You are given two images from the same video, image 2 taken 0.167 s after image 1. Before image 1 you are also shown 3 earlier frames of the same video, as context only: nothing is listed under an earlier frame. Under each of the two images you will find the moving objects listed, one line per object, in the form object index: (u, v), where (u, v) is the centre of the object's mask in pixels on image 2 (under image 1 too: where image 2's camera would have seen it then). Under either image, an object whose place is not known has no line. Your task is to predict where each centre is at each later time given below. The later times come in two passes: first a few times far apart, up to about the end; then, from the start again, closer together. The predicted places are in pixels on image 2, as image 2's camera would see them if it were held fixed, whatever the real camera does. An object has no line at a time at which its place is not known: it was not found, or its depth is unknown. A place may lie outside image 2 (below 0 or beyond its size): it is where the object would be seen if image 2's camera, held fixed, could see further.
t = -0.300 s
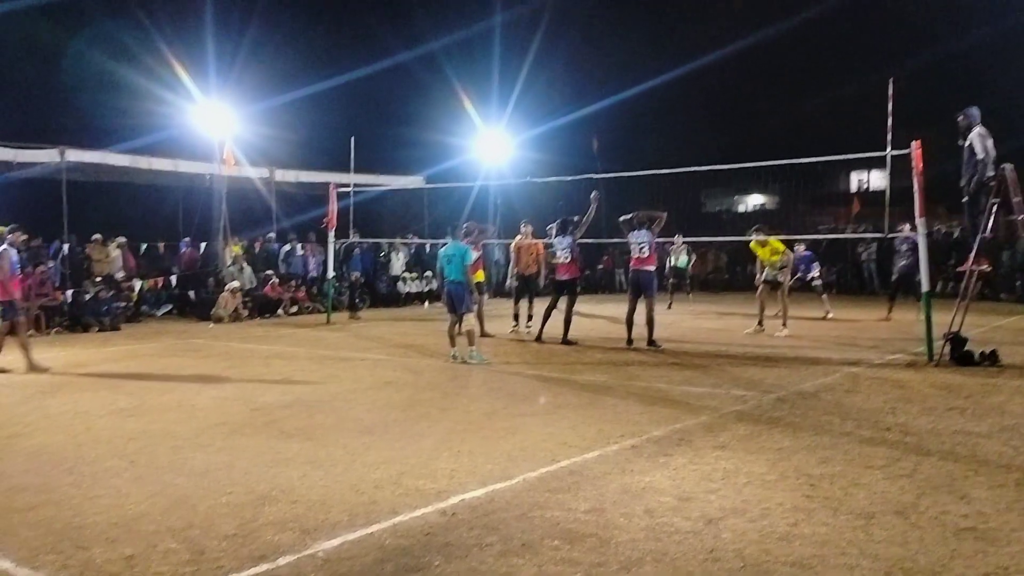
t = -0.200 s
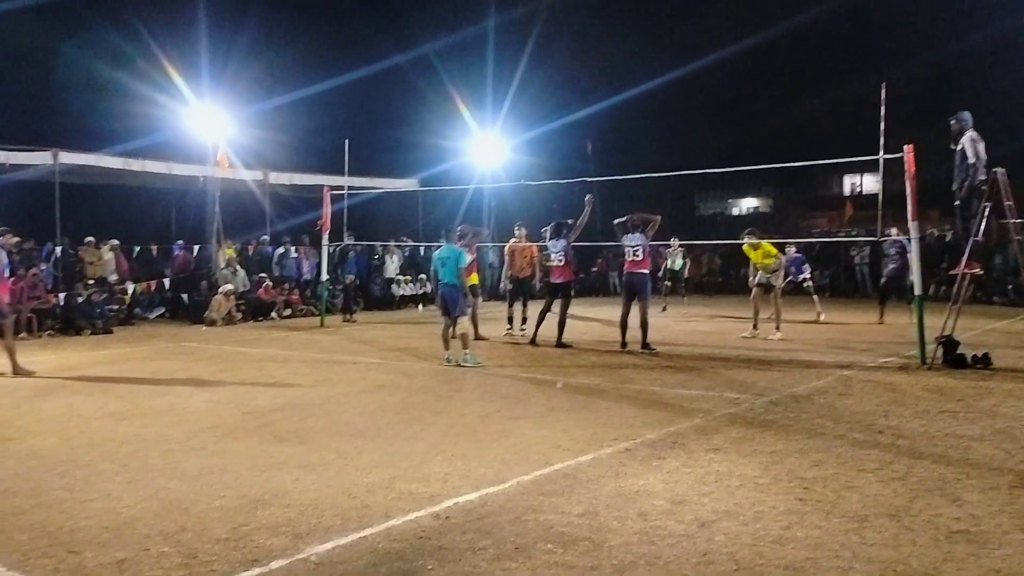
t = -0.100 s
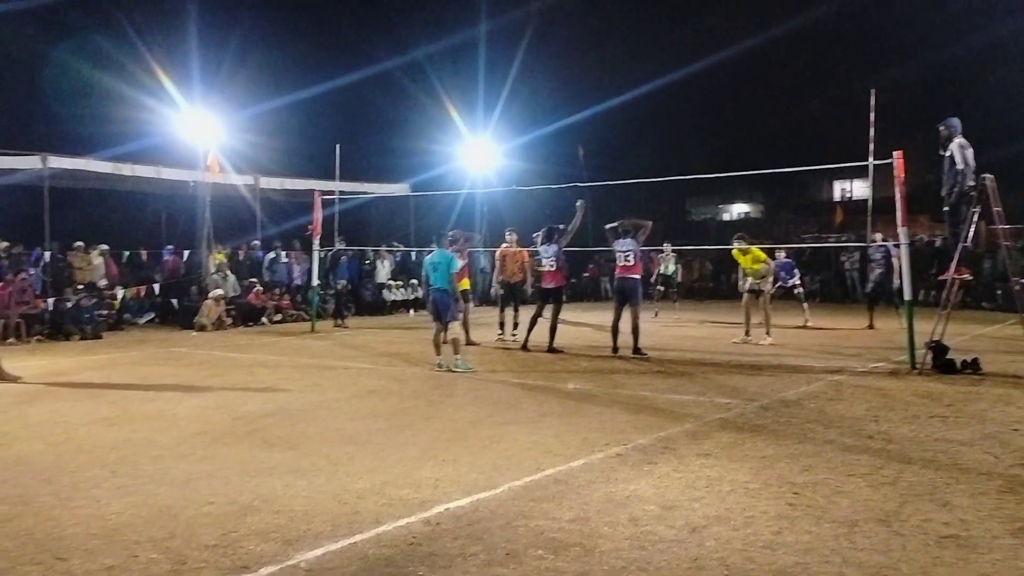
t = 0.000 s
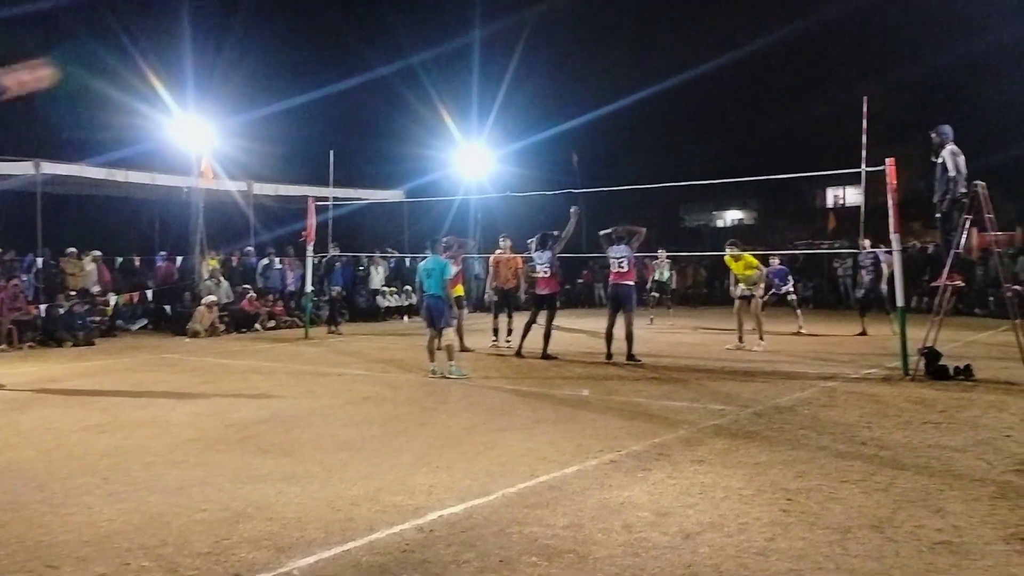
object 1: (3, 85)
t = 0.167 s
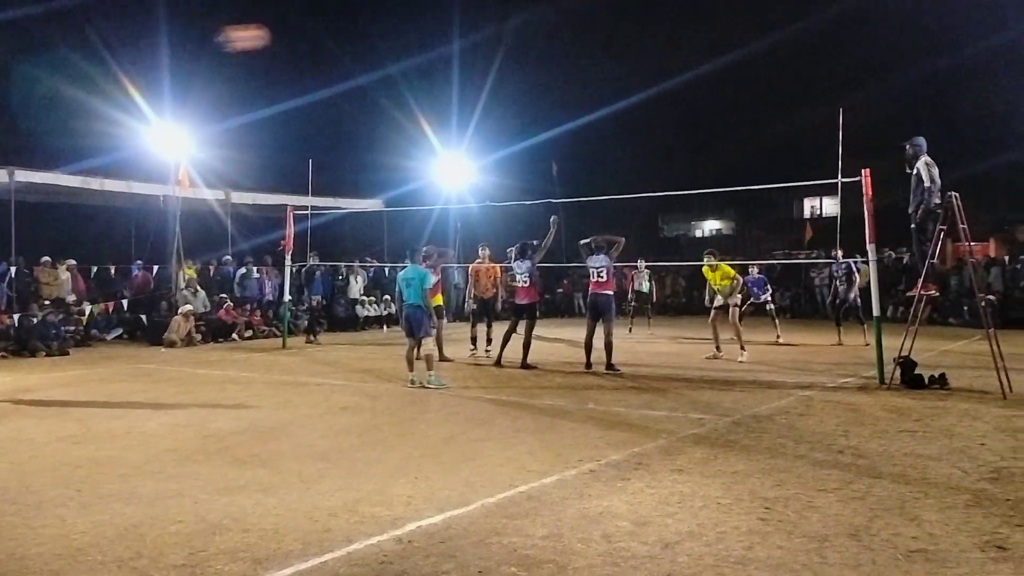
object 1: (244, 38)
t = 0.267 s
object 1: (345, 31)
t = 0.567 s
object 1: (541, 61)
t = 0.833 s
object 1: (650, 122)
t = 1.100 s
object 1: (728, 206)
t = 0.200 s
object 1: (279, 34)
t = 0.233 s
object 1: (313, 32)
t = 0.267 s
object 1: (345, 31)
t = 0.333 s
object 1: (400, 33)
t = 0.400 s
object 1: (446, 38)
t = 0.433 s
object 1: (468, 42)
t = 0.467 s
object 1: (489, 46)
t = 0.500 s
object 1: (507, 50)
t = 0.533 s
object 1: (524, 56)
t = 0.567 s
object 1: (541, 61)
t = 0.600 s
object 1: (557, 68)
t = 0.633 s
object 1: (573, 75)
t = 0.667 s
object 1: (587, 82)
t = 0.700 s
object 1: (601, 89)
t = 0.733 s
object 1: (614, 97)
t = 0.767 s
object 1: (626, 104)
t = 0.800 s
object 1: (638, 113)
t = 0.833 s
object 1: (650, 122)
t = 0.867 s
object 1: (661, 131)
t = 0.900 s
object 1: (672, 141)
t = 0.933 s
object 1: (682, 151)
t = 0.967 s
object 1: (692, 161)
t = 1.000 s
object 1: (701, 171)
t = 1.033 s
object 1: (710, 181)
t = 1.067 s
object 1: (719, 193)
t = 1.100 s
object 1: (728, 206)
